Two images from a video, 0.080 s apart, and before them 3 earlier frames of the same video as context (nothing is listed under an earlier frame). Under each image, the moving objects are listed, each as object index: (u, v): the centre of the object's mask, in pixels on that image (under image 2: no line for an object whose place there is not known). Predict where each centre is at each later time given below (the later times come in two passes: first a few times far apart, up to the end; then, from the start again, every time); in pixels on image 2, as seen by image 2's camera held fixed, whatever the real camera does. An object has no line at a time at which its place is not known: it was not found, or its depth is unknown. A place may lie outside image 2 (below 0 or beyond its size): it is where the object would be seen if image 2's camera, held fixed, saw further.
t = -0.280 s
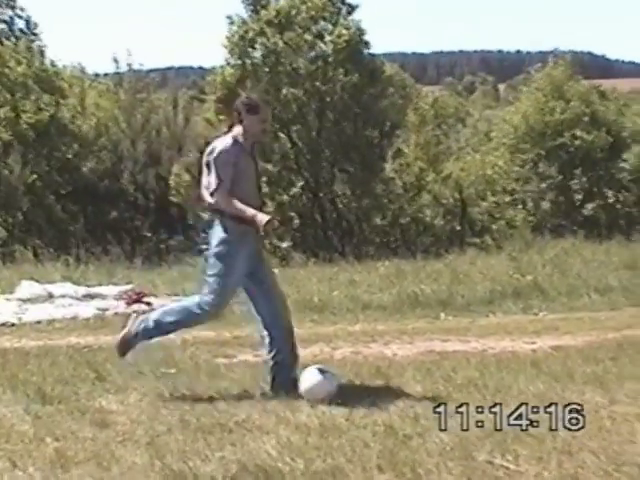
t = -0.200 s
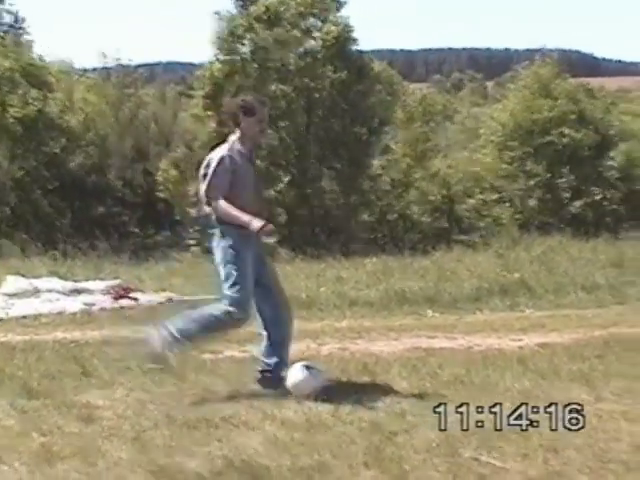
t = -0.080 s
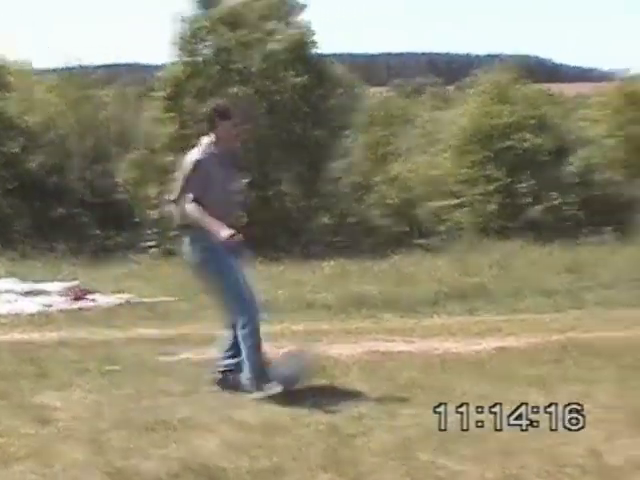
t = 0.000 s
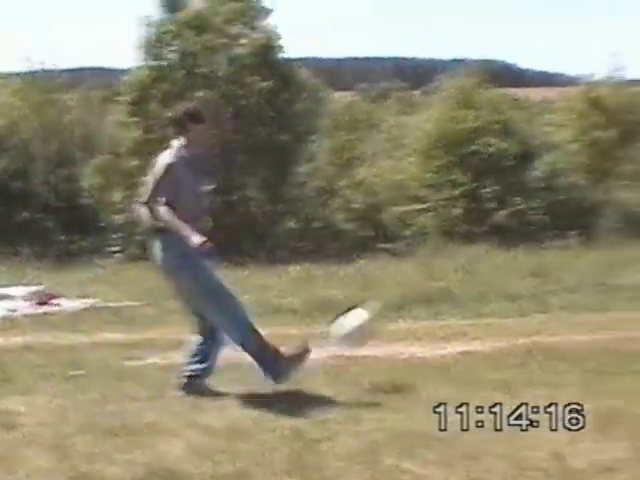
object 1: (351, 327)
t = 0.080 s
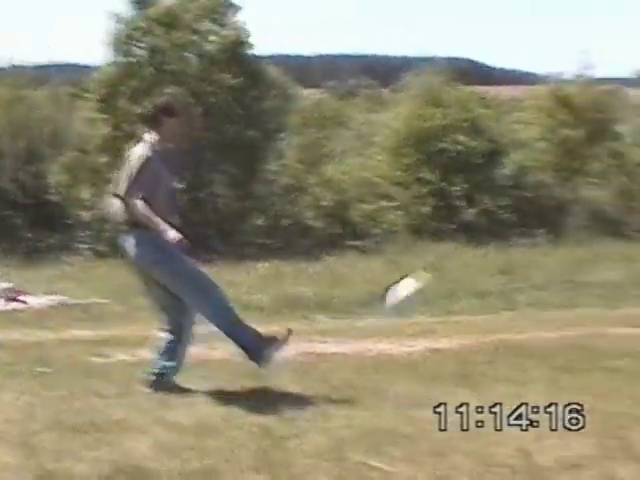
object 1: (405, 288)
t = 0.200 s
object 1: (509, 266)
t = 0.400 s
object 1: (652, 274)
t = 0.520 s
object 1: (724, 303)
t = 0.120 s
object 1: (440, 279)
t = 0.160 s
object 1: (476, 272)
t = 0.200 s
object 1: (509, 266)
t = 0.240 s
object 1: (541, 263)
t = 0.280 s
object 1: (571, 264)
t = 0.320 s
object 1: (599, 265)
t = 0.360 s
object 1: (626, 269)
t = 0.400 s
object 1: (652, 274)
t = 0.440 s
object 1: (676, 282)
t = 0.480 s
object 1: (703, 293)
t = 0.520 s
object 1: (724, 303)
